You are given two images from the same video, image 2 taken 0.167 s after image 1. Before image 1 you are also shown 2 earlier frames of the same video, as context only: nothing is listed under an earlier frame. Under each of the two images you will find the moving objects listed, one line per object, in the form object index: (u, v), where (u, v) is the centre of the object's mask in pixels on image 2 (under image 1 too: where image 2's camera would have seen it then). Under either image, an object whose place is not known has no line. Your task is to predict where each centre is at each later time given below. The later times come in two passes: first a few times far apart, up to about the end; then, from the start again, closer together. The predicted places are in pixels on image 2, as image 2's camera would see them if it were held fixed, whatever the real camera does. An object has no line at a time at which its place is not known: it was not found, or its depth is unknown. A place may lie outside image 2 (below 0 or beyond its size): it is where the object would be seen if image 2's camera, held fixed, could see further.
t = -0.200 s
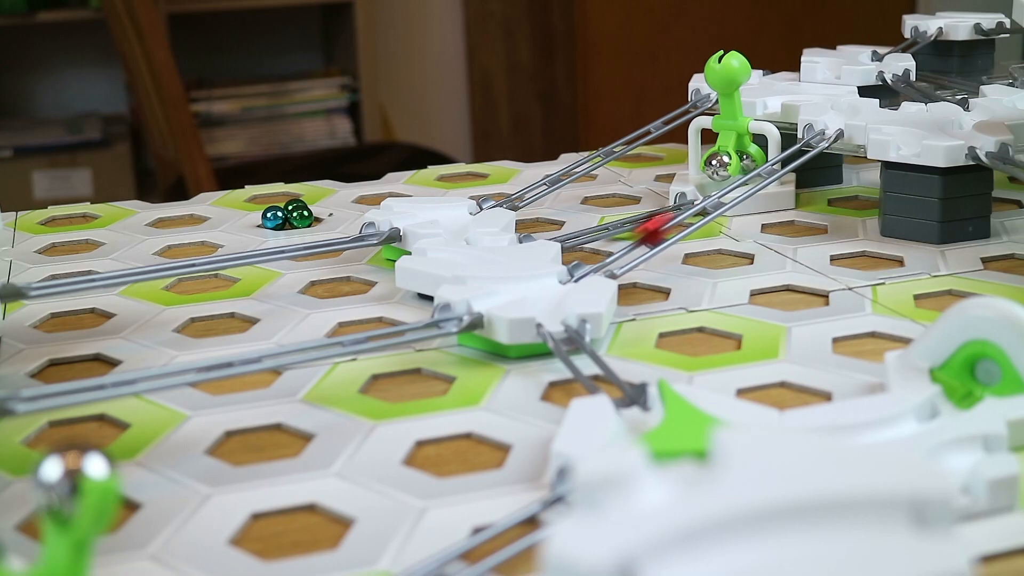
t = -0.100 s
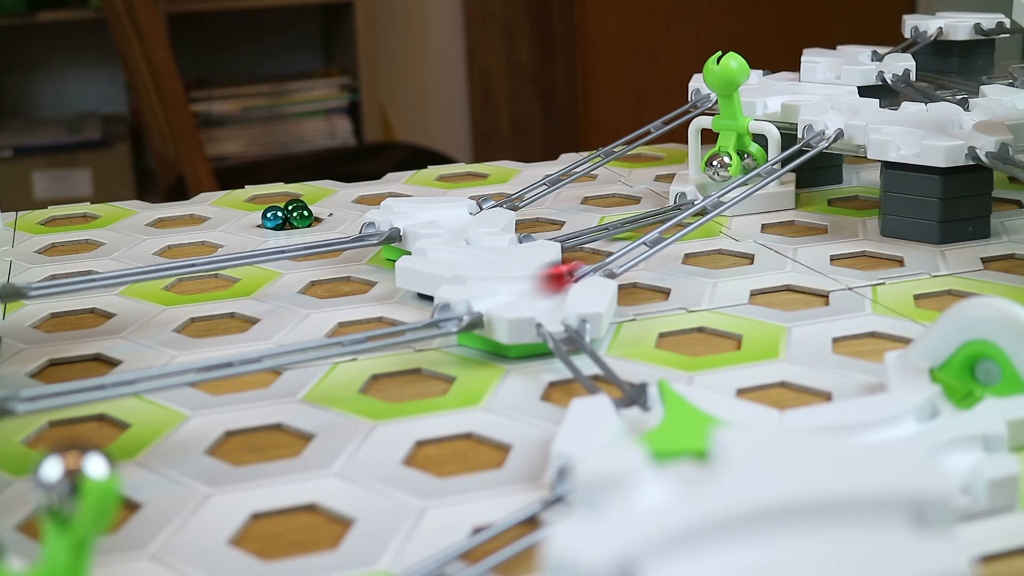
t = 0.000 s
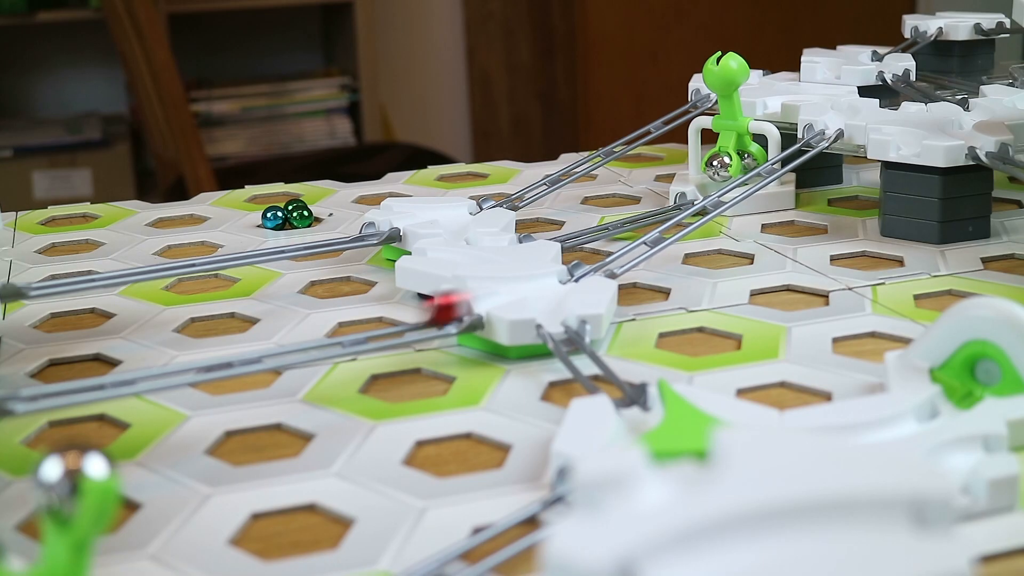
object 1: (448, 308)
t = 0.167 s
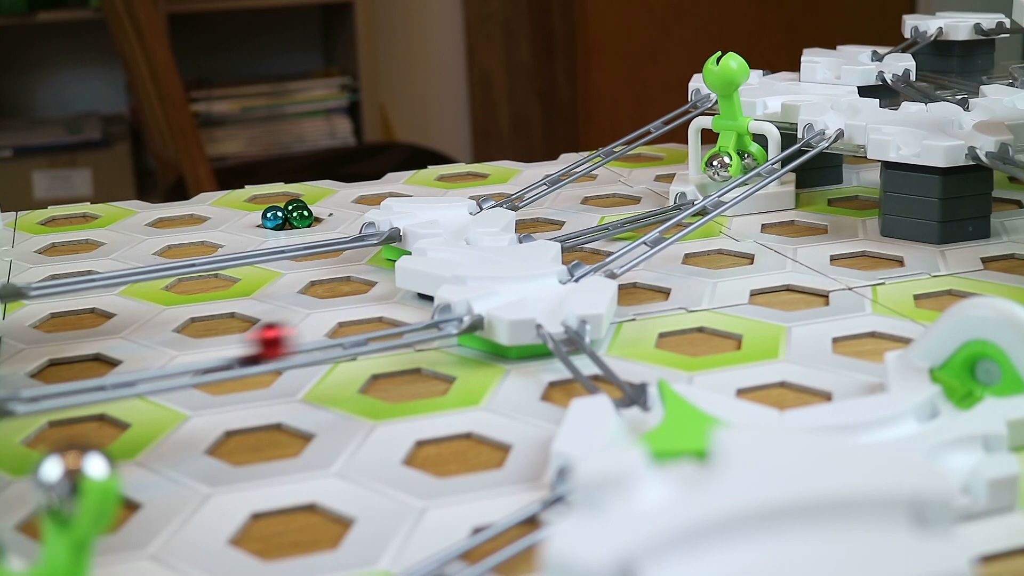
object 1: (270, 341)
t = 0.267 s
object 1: (173, 356)
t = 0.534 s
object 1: (23, 378)
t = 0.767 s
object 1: (139, 362)
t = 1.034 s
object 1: (394, 319)
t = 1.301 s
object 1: (638, 237)
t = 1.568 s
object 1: (744, 174)
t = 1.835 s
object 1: (755, 168)
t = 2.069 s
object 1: (695, 204)
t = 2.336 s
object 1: (524, 284)
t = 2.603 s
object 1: (330, 331)
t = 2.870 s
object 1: (240, 346)
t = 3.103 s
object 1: (293, 337)
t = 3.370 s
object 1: (455, 307)
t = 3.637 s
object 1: (633, 240)
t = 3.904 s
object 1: (696, 204)
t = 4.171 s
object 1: (665, 222)
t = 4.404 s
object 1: (555, 277)
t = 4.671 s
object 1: (409, 316)
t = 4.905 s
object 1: (355, 327)
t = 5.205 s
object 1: (424, 313)
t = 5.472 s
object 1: (560, 275)
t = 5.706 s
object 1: (640, 236)
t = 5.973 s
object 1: (639, 237)
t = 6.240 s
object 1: (547, 280)
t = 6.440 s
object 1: (466, 302)
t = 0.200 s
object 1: (236, 348)
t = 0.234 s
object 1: (204, 351)
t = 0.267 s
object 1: (173, 356)
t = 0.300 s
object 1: (145, 360)
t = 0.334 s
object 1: (116, 365)
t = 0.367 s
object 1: (92, 368)
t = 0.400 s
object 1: (71, 372)
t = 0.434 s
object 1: (53, 375)
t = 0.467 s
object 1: (37, 377)
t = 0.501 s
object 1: (26, 378)
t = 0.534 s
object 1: (23, 378)
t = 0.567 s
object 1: (26, 378)
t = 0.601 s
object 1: (37, 377)
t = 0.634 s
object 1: (52, 375)
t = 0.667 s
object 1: (70, 372)
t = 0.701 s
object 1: (91, 369)
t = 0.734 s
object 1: (112, 366)
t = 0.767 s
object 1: (139, 362)
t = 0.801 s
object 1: (166, 357)
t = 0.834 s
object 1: (195, 353)
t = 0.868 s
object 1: (227, 348)
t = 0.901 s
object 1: (258, 344)
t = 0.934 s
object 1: (292, 337)
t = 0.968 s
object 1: (328, 331)
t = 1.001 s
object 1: (357, 328)
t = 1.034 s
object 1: (394, 319)
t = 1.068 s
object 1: (431, 312)
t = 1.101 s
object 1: (456, 306)
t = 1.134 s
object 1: (494, 293)
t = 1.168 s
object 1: (529, 284)
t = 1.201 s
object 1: (561, 275)
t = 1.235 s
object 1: (588, 263)
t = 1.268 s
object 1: (613, 250)
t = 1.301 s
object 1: (638, 237)
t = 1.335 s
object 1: (655, 229)
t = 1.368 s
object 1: (674, 218)
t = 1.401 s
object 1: (690, 209)
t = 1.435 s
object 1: (704, 199)
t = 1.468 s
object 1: (715, 193)
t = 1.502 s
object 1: (727, 186)
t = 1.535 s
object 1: (736, 179)
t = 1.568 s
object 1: (744, 174)
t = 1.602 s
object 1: (749, 171)
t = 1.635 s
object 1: (754, 169)
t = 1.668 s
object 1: (757, 166)
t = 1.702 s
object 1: (759, 165)
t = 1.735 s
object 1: (760, 164)
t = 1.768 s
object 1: (760, 165)
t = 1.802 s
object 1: (758, 166)
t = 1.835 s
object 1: (755, 168)
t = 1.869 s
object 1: (751, 170)
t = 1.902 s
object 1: (746, 173)
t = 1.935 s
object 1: (739, 178)
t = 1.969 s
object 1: (730, 183)
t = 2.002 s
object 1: (719, 190)
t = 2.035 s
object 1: (708, 197)
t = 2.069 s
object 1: (695, 204)
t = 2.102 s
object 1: (681, 214)
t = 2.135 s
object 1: (664, 222)
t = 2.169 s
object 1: (647, 233)
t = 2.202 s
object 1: (624, 245)
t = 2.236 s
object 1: (599, 257)
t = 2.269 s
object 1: (576, 269)
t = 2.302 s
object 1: (551, 279)
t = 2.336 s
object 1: (524, 284)
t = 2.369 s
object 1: (493, 293)
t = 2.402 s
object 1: (466, 302)
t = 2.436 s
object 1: (442, 308)
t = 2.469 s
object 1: (418, 314)
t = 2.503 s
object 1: (392, 320)
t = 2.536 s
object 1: (370, 325)
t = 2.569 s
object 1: (348, 328)
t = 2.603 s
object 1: (330, 331)
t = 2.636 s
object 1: (310, 334)
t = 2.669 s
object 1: (293, 337)
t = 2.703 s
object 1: (279, 339)
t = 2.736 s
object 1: (266, 342)
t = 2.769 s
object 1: (256, 344)
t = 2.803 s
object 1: (249, 345)
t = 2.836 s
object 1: (243, 346)
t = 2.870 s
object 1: (240, 346)
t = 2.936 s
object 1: (243, 346)
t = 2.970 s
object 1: (249, 345)
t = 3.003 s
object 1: (256, 344)
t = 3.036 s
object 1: (266, 342)
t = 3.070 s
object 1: (279, 340)
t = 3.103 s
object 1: (293, 337)
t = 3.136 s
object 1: (309, 334)
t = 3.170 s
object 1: (328, 331)
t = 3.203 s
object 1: (346, 329)
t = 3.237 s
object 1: (366, 326)
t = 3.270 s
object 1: (390, 320)
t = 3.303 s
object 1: (414, 315)
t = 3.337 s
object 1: (436, 311)
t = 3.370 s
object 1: (455, 307)
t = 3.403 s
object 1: (482, 297)
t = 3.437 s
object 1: (506, 290)
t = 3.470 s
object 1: (534, 283)
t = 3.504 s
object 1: (558, 277)
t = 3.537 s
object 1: (580, 267)
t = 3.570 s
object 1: (599, 258)
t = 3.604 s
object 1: (616, 249)
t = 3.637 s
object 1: (633, 240)
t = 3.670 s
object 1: (647, 232)
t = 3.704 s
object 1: (658, 226)
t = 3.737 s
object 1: (668, 220)
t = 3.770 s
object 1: (676, 215)
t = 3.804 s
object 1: (683, 211)
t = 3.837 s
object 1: (688, 207)
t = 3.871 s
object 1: (693, 205)
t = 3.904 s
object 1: (696, 204)
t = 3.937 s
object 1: (697, 203)
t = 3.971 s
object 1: (696, 203)
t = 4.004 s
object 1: (695, 204)
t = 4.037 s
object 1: (692, 206)
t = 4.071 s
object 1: (687, 209)
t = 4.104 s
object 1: (681, 212)
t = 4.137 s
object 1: (674, 216)
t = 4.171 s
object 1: (665, 222)
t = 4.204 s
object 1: (654, 229)
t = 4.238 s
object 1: (643, 234)
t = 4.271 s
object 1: (628, 243)
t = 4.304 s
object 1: (611, 251)
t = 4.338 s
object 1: (591, 262)
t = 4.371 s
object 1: (574, 270)
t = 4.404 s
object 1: (555, 277)
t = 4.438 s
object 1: (535, 283)
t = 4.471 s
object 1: (511, 288)
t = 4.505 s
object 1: (492, 294)
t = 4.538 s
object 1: (471, 301)
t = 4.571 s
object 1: (453, 307)
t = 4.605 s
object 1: (439, 309)
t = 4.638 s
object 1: (424, 313)
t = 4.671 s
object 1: (409, 316)
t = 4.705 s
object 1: (396, 318)
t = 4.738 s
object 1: (384, 321)
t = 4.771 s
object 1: (375, 323)
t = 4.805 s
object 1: (366, 325)
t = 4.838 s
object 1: (360, 326)
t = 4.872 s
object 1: (357, 327)
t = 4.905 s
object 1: (355, 327)
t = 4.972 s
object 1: (357, 326)
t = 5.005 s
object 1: (361, 326)
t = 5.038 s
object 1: (367, 325)
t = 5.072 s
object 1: (375, 323)
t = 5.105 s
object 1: (385, 321)
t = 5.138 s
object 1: (396, 319)
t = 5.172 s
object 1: (409, 316)
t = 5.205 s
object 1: (424, 313)
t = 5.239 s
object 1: (439, 309)
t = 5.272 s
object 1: (452, 307)
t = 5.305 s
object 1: (469, 302)
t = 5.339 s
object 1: (486, 296)
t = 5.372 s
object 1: (503, 290)
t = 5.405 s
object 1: (525, 285)
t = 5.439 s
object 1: (542, 281)
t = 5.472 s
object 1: (560, 275)
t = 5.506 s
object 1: (575, 269)
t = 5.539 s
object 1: (589, 263)
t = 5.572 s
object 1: (604, 254)
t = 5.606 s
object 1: (615, 250)
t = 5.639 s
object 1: (625, 245)
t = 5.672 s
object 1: (634, 240)
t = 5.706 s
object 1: (640, 236)
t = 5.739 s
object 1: (645, 233)
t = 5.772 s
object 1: (649, 231)
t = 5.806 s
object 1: (651, 230)
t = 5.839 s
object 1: (651, 230)
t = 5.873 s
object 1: (650, 231)
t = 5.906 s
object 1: (648, 232)
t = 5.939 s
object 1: (644, 234)
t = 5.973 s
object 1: (639, 237)
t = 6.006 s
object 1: (632, 241)
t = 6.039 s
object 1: (623, 246)
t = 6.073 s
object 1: (613, 250)
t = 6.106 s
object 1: (602, 255)
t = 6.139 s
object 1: (589, 263)
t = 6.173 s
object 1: (574, 270)
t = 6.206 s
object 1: (560, 274)
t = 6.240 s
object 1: (547, 280)
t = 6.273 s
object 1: (533, 283)
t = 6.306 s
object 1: (519, 285)
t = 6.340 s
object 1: (503, 290)
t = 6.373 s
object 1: (490, 294)
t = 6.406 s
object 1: (477, 299)
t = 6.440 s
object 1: (466, 302)
